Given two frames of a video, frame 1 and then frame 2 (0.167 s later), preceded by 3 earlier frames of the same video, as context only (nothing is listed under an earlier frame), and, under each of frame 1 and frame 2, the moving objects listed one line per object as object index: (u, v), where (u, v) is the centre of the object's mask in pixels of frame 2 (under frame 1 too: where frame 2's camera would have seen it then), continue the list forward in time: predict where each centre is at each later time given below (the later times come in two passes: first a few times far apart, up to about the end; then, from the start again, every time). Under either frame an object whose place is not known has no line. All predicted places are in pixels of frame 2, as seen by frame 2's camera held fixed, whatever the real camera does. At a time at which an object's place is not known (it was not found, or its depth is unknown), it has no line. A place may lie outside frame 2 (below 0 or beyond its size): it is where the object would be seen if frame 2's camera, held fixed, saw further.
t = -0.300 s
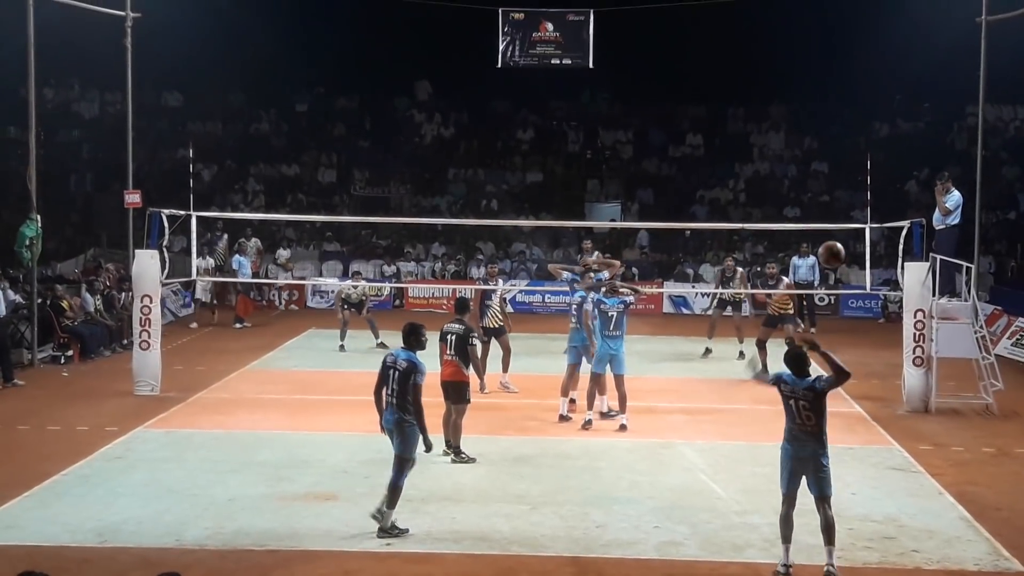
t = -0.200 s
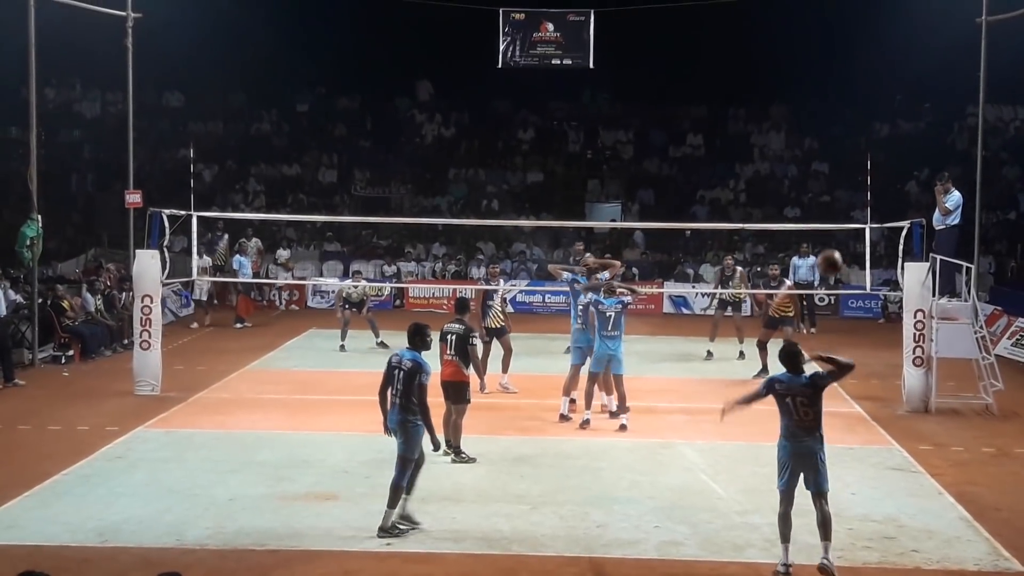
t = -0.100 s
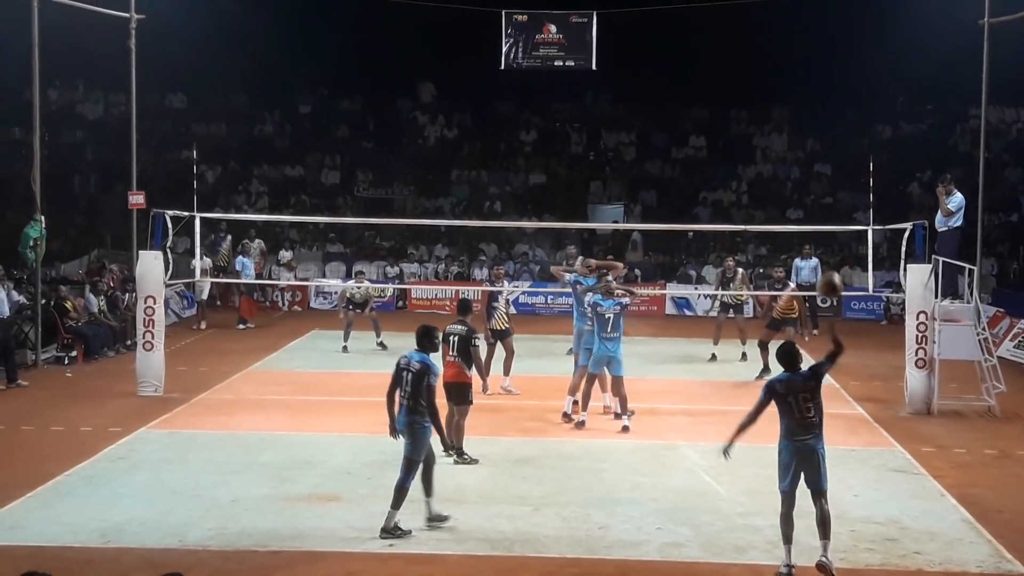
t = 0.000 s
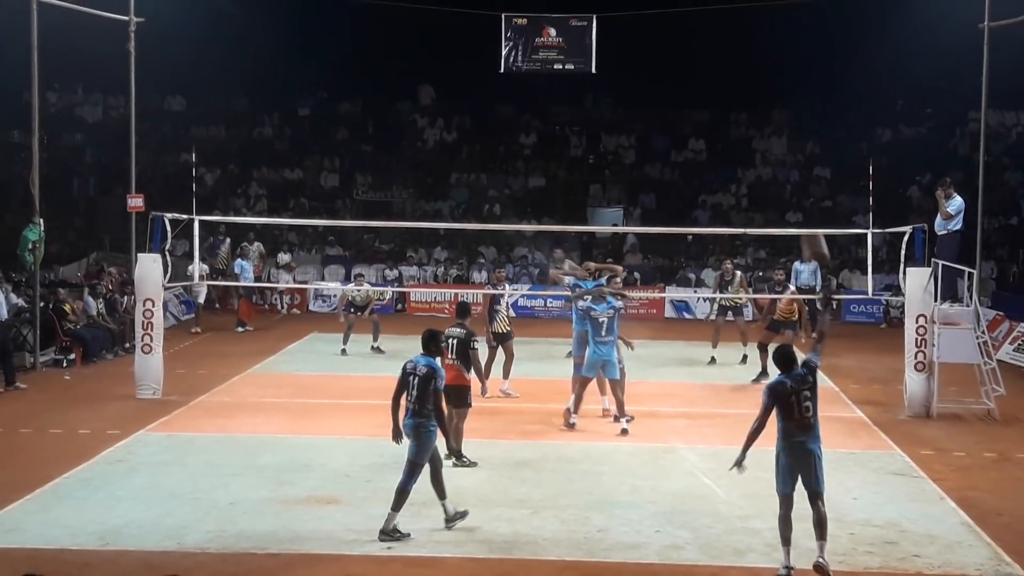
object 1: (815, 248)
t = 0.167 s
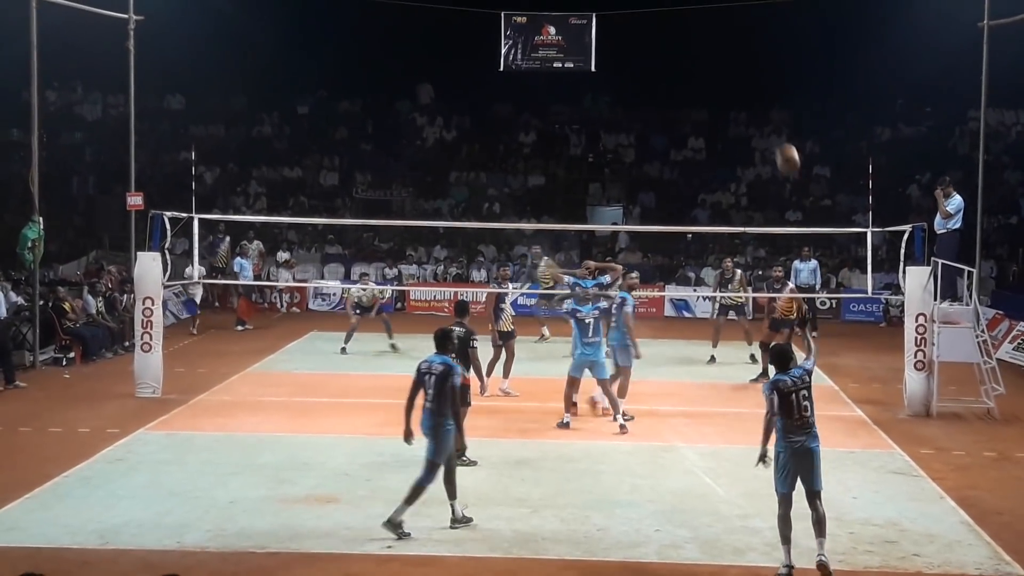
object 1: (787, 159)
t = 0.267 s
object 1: (775, 127)
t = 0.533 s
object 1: (743, 104)
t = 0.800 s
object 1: (716, 144)
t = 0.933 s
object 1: (703, 181)
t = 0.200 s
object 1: (783, 147)
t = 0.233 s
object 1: (779, 136)
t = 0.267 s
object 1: (775, 127)
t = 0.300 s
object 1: (770, 119)
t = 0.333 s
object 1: (766, 113)
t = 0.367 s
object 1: (762, 108)
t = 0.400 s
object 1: (757, 105)
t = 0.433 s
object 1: (754, 103)
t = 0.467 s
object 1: (750, 102)
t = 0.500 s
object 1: (747, 102)
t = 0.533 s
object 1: (743, 104)
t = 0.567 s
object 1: (740, 106)
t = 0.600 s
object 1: (737, 109)
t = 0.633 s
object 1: (733, 113)
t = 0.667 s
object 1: (730, 118)
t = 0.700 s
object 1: (727, 123)
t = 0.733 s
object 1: (723, 129)
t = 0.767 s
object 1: (720, 136)
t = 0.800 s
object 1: (716, 144)
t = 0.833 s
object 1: (713, 153)
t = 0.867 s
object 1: (710, 162)
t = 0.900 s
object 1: (706, 171)
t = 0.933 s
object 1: (703, 181)
